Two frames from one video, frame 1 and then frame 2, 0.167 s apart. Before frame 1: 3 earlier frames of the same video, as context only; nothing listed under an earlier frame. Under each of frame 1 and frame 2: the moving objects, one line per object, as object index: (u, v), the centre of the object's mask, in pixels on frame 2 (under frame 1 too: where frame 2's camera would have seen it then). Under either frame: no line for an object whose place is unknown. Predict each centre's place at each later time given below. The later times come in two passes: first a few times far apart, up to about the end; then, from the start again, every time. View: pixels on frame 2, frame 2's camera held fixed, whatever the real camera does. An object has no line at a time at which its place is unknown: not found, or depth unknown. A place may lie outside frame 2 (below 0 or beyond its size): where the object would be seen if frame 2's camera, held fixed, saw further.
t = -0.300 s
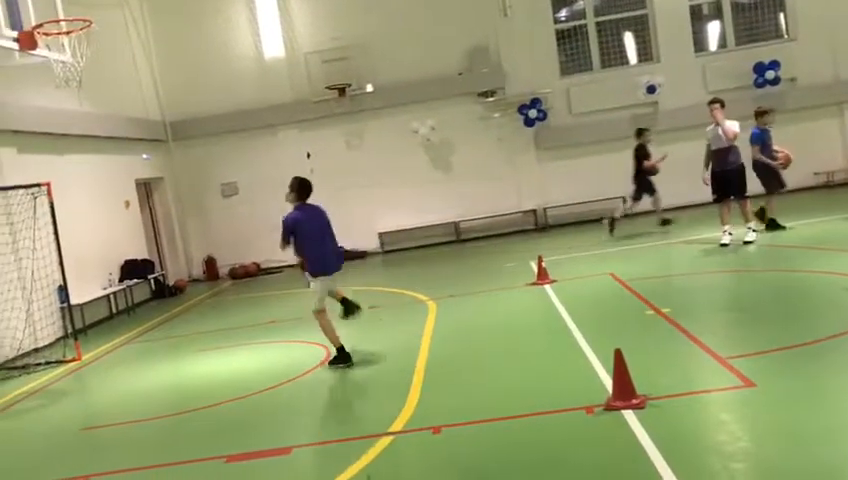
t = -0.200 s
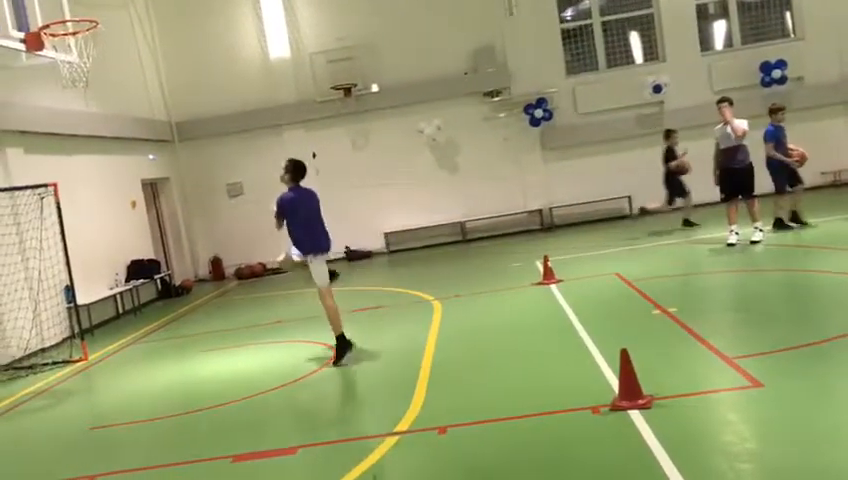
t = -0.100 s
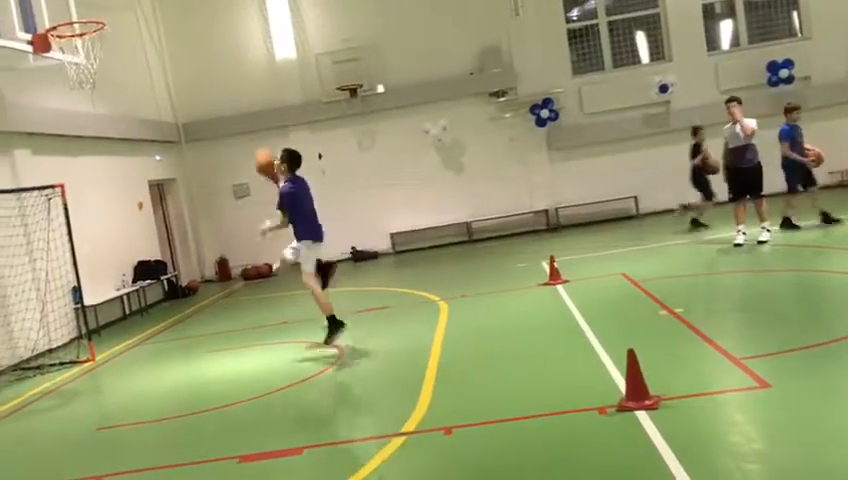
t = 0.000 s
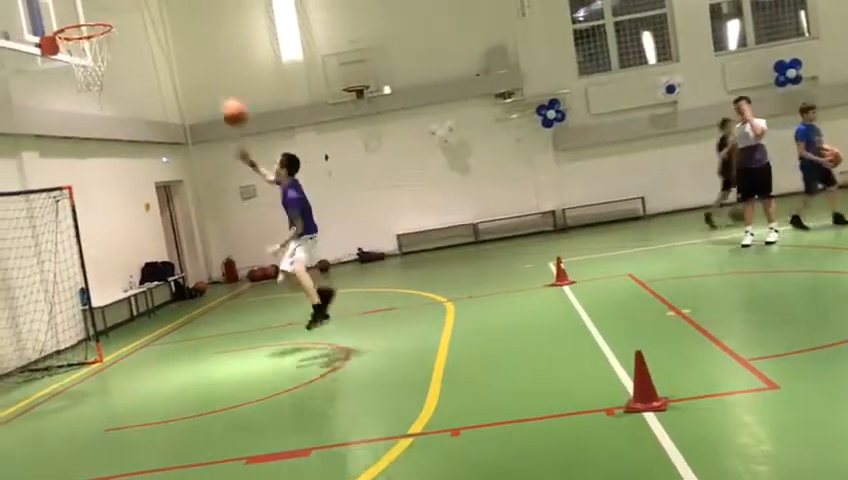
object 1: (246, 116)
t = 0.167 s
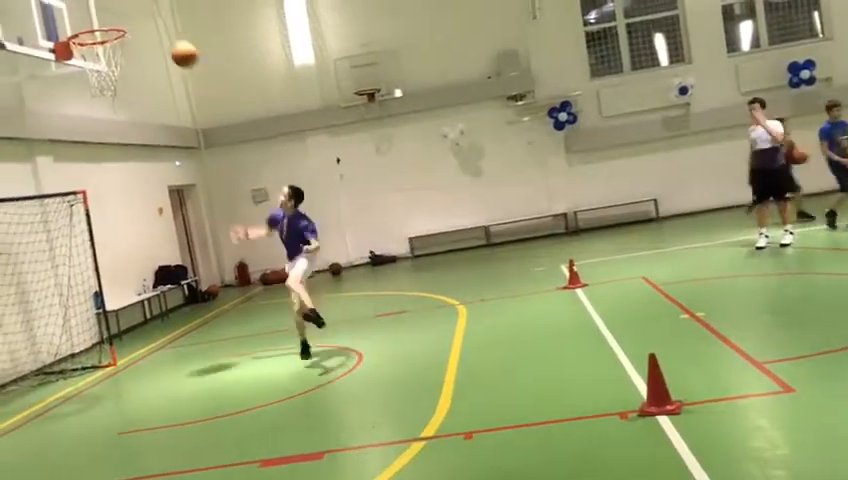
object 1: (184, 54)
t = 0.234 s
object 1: (160, 36)
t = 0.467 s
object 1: (82, 12)
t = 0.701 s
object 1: (107, 25)
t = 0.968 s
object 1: (77, 69)
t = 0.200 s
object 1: (172, 44)
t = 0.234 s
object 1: (160, 36)
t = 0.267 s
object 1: (149, 30)
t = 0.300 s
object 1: (137, 23)
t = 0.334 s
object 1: (125, 18)
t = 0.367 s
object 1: (114, 15)
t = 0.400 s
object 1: (103, 12)
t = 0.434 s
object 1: (92, 12)
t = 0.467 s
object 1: (82, 12)
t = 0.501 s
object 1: (72, 12)
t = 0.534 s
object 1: (73, 12)
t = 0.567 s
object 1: (80, 12)
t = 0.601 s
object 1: (85, 14)
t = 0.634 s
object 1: (92, 17)
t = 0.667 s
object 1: (98, 20)
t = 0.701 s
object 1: (107, 25)
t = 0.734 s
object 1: (110, 34)
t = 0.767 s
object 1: (105, 40)
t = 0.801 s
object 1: (99, 44)
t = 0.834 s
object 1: (93, 51)
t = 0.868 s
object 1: (88, 59)
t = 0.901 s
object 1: (83, 67)
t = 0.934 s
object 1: (80, 67)
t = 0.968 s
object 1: (77, 69)
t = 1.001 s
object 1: (76, 72)
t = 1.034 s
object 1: (75, 75)
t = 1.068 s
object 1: (74, 77)
